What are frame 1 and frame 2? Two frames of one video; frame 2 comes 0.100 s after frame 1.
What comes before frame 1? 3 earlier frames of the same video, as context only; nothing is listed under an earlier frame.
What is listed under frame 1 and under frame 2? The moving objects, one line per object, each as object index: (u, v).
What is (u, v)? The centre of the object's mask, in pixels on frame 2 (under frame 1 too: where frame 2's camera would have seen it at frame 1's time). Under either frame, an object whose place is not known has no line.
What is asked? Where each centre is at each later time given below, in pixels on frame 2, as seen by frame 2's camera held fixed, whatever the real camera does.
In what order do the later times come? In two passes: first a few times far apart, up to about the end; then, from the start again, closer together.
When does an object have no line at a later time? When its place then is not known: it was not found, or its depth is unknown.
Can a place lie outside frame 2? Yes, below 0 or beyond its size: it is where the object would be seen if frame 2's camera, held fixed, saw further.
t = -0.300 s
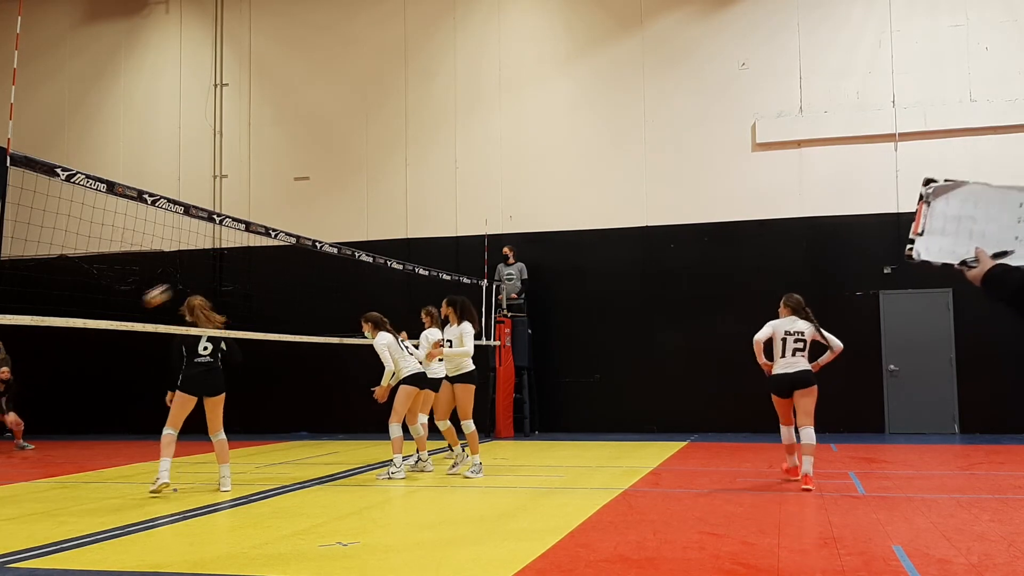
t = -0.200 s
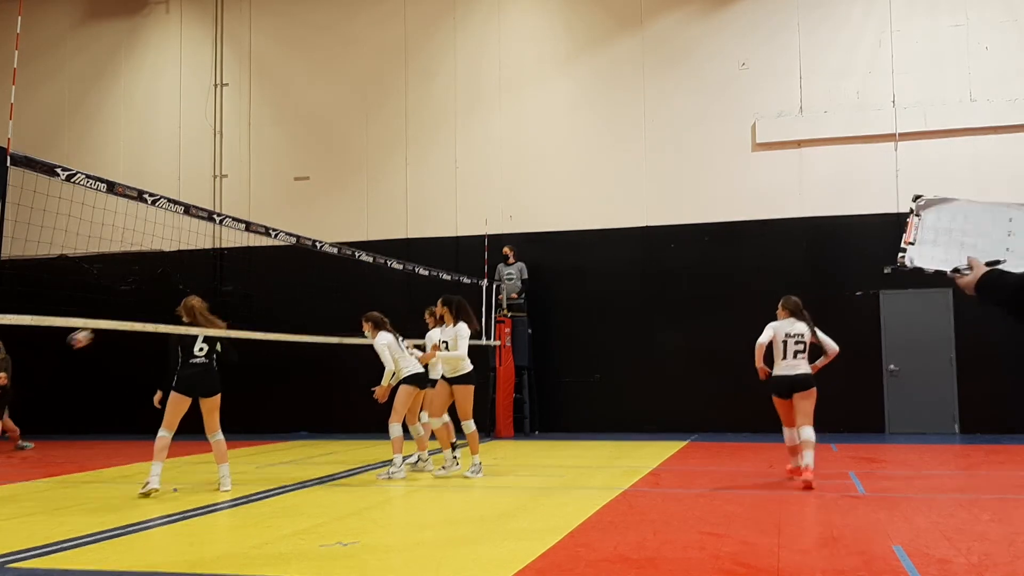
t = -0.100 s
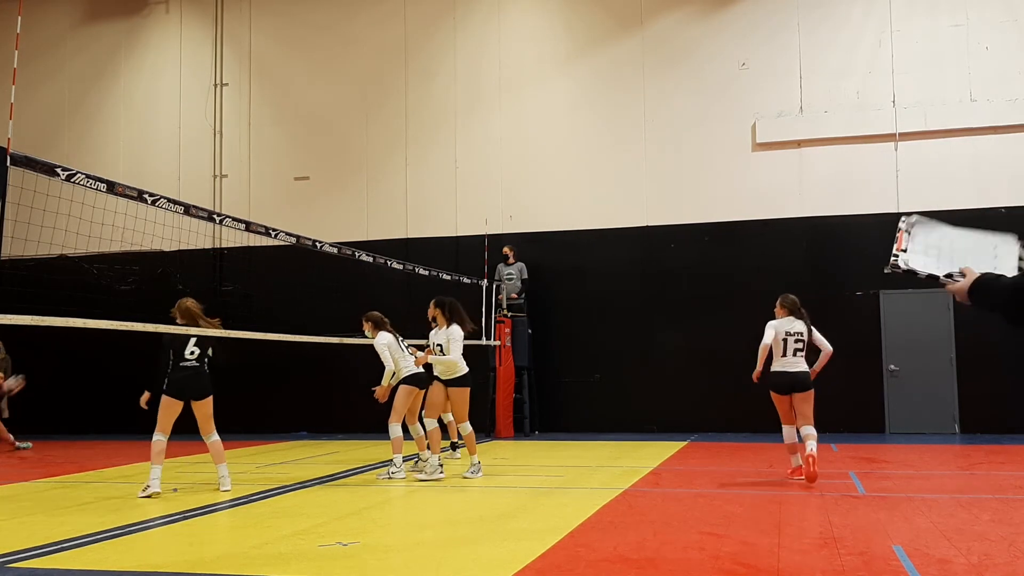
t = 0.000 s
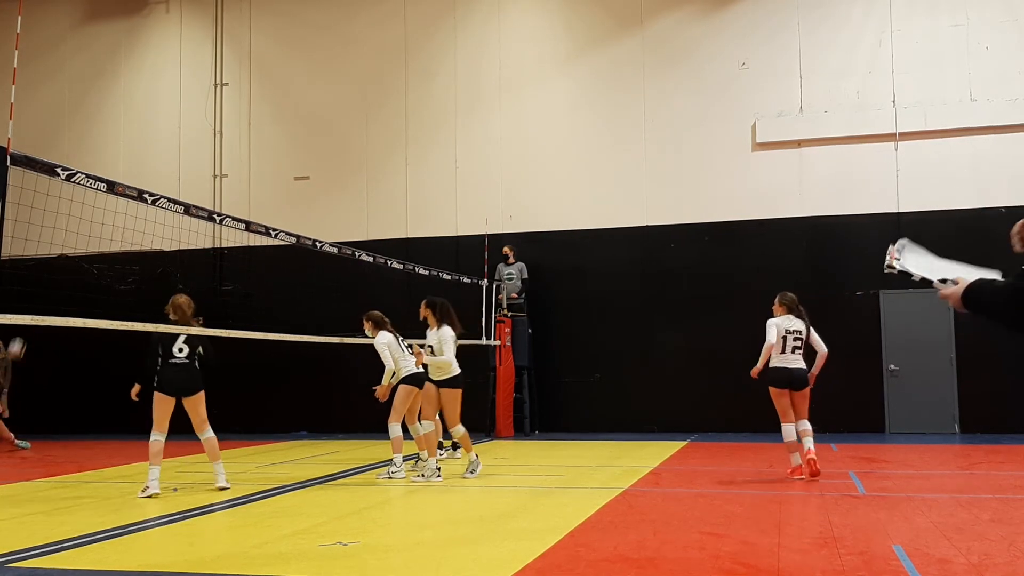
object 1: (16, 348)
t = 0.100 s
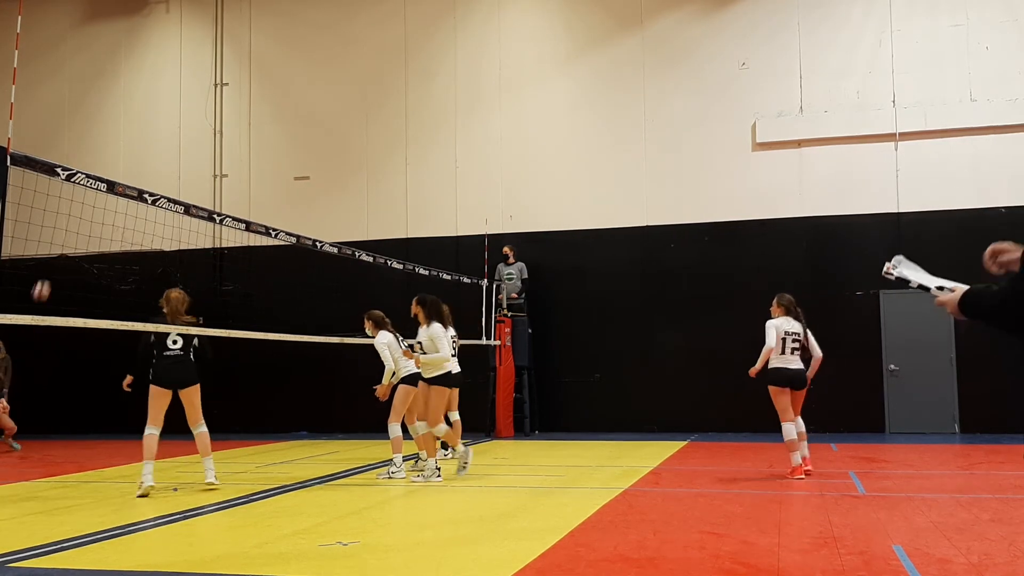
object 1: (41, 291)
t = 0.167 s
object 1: (56, 257)
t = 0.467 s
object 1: (129, 140)
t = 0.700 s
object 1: (182, 95)
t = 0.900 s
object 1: (228, 89)
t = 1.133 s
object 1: (283, 119)
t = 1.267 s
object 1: (315, 156)
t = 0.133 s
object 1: (49, 273)
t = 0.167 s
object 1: (56, 257)
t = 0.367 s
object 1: (105, 170)
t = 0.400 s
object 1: (112, 159)
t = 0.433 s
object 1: (120, 149)
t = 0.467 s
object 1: (129, 140)
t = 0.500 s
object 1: (136, 130)
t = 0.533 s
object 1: (144, 122)
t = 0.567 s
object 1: (152, 115)
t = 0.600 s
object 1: (159, 109)
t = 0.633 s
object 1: (167, 104)
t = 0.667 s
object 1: (175, 98)
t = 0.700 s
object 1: (182, 95)
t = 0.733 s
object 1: (190, 91)
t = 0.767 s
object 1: (198, 90)
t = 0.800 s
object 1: (205, 88)
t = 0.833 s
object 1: (214, 87)
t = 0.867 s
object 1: (221, 88)
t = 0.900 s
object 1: (228, 89)
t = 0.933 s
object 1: (236, 90)
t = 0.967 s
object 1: (244, 93)
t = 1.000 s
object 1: (251, 97)
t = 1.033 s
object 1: (260, 101)
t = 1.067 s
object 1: (267, 107)
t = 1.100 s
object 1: (275, 112)
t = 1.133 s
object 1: (283, 119)
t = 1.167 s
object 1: (291, 127)
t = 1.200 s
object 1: (299, 135)
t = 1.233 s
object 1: (307, 145)
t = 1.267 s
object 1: (315, 156)
